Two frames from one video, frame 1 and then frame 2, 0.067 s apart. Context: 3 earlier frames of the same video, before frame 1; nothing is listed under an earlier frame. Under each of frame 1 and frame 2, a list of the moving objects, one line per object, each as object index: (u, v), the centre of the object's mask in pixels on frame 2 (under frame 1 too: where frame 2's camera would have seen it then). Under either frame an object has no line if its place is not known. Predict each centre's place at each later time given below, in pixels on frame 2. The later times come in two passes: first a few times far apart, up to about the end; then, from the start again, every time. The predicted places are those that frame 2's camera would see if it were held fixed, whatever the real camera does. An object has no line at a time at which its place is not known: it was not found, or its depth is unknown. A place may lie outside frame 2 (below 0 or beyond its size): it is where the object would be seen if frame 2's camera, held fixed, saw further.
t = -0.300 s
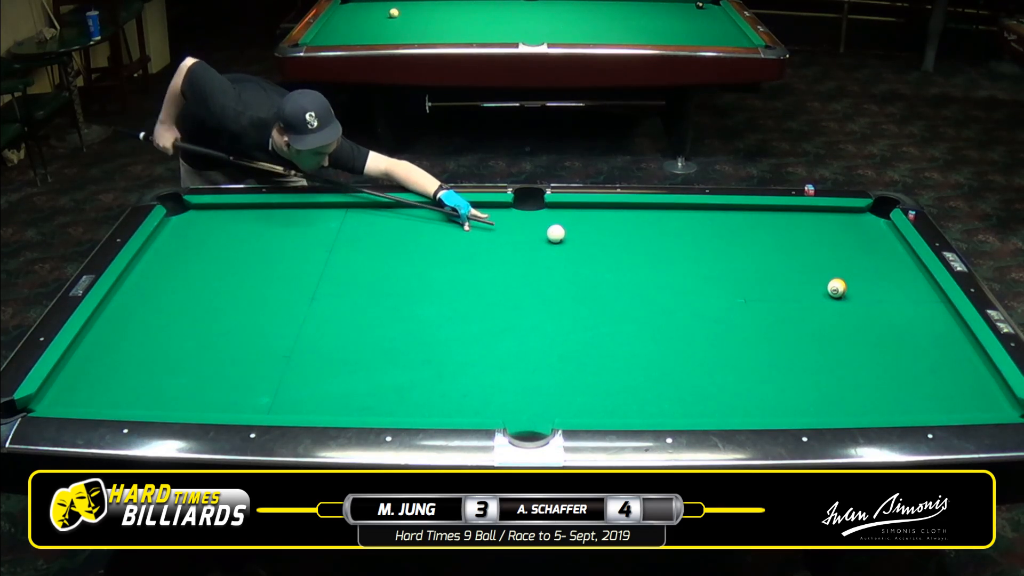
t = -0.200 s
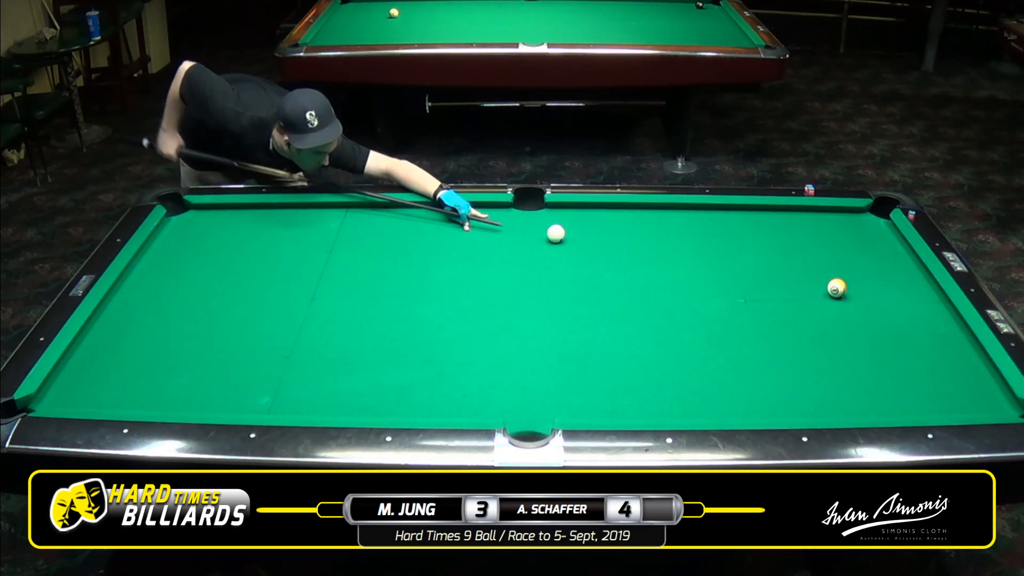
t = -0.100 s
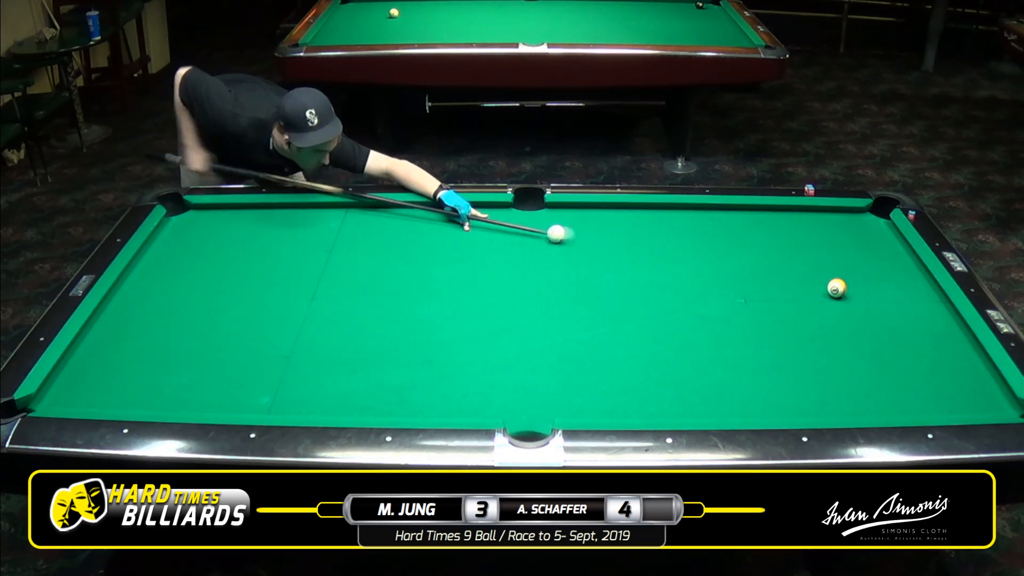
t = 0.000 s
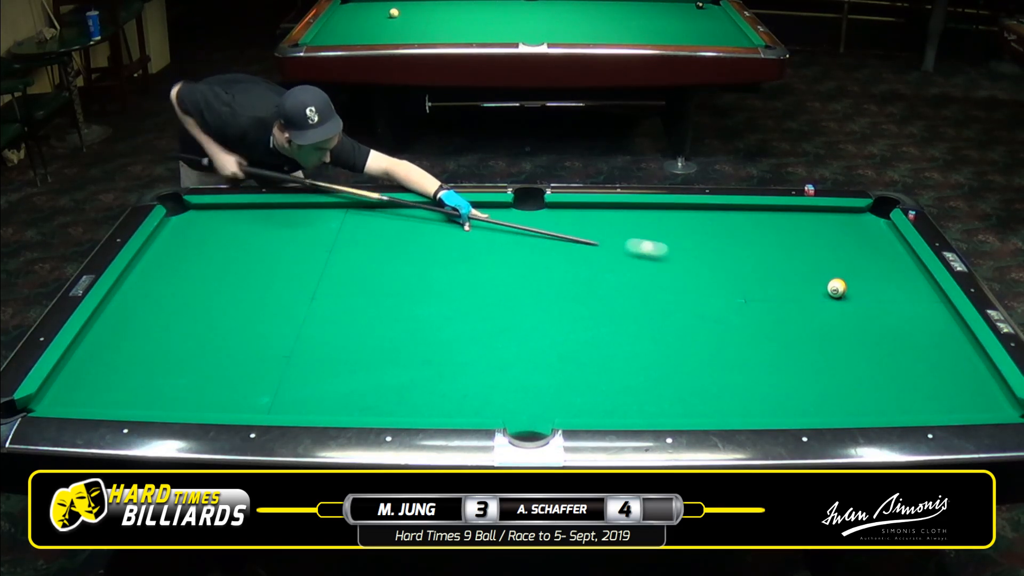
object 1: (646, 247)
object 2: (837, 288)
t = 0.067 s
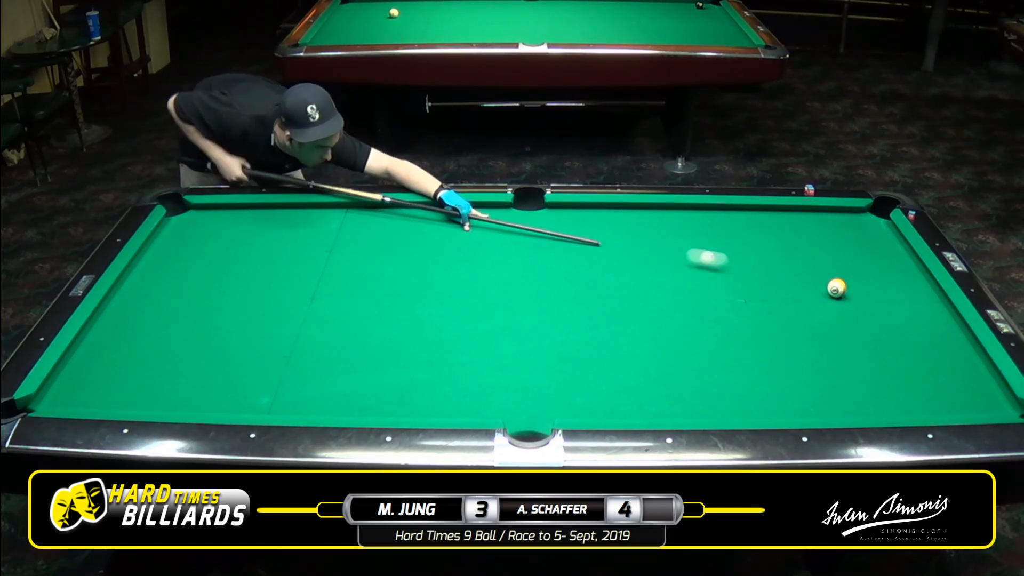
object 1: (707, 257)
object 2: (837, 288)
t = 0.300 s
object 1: (859, 272)
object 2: (863, 307)
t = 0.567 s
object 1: (886, 252)
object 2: (930, 355)
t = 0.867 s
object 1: (801, 223)
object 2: (1008, 408)
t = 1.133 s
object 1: (739, 212)
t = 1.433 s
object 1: (690, 227)
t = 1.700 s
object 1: (645, 242)
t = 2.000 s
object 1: (592, 259)
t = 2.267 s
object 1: (543, 274)
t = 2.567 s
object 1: (487, 292)
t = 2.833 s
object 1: (436, 309)
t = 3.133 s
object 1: (378, 327)
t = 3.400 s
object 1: (326, 344)
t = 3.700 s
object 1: (268, 363)
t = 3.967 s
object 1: (217, 380)
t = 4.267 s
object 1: (160, 399)
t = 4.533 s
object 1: (126, 401)
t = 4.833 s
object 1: (108, 391)
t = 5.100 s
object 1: (93, 383)
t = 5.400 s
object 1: (78, 375)
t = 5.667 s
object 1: (66, 368)
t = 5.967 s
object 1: (72, 364)
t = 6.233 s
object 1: (80, 362)
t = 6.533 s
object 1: (88, 360)
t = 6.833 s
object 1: (93, 358)
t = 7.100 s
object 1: (95, 357)
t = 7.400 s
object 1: (99, 358)
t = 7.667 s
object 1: (95, 358)
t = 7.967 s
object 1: (95, 358)
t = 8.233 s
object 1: (95, 357)
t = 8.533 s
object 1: (95, 357)
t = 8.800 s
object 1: (95, 357)
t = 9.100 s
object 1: (95, 357)
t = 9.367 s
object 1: (95, 357)
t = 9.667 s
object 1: (95, 357)
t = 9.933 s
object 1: (95, 357)
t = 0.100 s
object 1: (736, 262)
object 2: (837, 288)
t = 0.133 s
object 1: (763, 267)
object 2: (837, 288)
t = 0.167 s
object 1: (790, 272)
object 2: (837, 288)
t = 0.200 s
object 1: (816, 276)
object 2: (837, 288)
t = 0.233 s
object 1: (833, 276)
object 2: (844, 293)
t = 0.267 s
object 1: (846, 274)
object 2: (854, 300)
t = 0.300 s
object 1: (859, 272)
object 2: (863, 307)
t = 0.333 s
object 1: (870, 270)
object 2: (873, 313)
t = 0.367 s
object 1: (881, 268)
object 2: (881, 320)
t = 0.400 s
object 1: (892, 266)
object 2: (889, 325)
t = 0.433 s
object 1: (902, 264)
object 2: (897, 331)
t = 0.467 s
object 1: (912, 262)
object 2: (905, 337)
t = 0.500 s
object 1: (908, 259)
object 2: (913, 343)
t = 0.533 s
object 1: (896, 255)
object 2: (922, 349)
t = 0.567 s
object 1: (886, 252)
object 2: (930, 355)
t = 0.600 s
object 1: (877, 249)
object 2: (939, 361)
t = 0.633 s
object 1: (867, 245)
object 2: (946, 367)
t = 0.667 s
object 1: (857, 242)
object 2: (955, 373)
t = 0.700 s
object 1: (848, 238)
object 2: (964, 379)
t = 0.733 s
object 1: (838, 235)
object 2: (973, 386)
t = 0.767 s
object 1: (828, 232)
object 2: (981, 392)
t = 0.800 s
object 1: (819, 229)
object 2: (990, 398)
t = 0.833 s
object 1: (810, 226)
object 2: (999, 403)
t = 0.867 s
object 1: (801, 223)
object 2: (1008, 408)
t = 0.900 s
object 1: (792, 221)
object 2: (1014, 408)
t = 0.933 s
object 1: (783, 218)
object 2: (1018, 410)
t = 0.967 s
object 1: (774, 215)
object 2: (1021, 413)
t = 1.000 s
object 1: (765, 212)
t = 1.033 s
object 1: (756, 209)
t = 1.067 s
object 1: (750, 208)
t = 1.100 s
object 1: (744, 210)
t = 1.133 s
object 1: (739, 212)
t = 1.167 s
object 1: (734, 214)
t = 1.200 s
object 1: (728, 215)
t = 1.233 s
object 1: (723, 217)
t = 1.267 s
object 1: (718, 219)
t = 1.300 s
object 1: (712, 220)
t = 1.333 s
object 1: (707, 222)
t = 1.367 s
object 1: (701, 224)
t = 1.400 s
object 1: (696, 226)
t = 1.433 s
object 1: (690, 227)
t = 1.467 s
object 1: (685, 229)
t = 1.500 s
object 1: (679, 231)
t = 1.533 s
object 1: (674, 233)
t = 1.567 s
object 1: (668, 234)
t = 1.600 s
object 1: (662, 236)
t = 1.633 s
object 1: (657, 238)
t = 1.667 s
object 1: (651, 240)
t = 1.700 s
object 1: (645, 242)
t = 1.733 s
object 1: (639, 244)
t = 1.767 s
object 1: (634, 245)
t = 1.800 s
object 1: (628, 247)
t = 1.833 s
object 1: (622, 249)
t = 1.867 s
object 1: (616, 251)
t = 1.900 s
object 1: (610, 253)
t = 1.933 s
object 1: (604, 255)
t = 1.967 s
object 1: (598, 256)
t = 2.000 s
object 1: (592, 259)
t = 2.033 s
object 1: (586, 261)
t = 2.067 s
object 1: (580, 262)
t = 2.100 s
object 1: (574, 264)
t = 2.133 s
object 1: (568, 266)
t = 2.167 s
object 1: (562, 268)
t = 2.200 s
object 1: (555, 270)
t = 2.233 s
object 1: (550, 272)
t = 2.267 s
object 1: (543, 274)
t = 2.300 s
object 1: (537, 276)
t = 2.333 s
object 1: (531, 278)
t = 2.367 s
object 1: (525, 280)
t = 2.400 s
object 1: (518, 282)
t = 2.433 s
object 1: (512, 284)
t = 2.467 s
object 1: (506, 286)
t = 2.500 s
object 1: (500, 288)
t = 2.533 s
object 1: (493, 290)
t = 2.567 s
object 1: (487, 292)
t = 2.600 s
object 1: (481, 294)
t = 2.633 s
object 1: (474, 296)
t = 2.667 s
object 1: (468, 298)
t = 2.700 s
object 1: (461, 300)
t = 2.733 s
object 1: (455, 302)
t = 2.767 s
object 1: (449, 304)
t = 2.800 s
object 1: (442, 306)
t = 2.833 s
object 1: (436, 309)
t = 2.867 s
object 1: (429, 311)
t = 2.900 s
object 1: (423, 313)
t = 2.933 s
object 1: (417, 315)
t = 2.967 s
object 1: (410, 317)
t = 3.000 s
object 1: (404, 319)
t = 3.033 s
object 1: (397, 321)
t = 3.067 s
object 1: (391, 323)
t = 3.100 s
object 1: (384, 325)
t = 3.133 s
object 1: (378, 327)
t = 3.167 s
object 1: (371, 329)
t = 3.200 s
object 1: (365, 332)
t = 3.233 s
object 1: (358, 334)
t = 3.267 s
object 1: (352, 336)
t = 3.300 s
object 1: (345, 338)
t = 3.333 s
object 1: (339, 340)
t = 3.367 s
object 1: (332, 342)
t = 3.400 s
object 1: (326, 344)
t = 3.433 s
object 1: (319, 346)
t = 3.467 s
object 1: (313, 349)
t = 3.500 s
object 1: (306, 350)
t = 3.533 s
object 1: (300, 353)
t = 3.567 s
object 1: (294, 355)
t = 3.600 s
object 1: (287, 357)
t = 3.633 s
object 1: (281, 359)
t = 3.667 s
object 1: (274, 361)
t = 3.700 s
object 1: (268, 363)
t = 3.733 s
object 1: (261, 366)
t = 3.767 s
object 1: (255, 367)
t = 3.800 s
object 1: (248, 370)
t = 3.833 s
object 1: (242, 372)
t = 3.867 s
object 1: (236, 374)
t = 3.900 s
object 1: (229, 376)
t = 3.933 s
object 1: (223, 378)
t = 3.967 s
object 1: (217, 380)
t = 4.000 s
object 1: (211, 382)
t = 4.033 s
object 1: (204, 384)
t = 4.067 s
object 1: (198, 387)
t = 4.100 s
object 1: (191, 388)
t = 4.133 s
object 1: (185, 390)
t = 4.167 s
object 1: (179, 393)
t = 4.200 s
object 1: (173, 395)
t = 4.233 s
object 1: (167, 397)
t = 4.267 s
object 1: (160, 399)
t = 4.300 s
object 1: (155, 400)
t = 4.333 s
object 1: (148, 401)
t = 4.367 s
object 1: (142, 402)
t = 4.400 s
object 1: (137, 404)
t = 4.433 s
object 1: (133, 403)
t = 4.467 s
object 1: (131, 402)
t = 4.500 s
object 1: (129, 401)
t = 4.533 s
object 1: (126, 401)
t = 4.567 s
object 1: (124, 399)
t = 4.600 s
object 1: (122, 399)
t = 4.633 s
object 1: (120, 398)
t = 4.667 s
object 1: (118, 397)
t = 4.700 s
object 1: (116, 396)
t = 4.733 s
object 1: (113, 395)
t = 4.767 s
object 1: (112, 394)
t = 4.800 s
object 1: (110, 392)
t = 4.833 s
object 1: (108, 391)
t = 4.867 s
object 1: (106, 390)
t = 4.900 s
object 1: (104, 389)
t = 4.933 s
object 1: (102, 388)
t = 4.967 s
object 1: (100, 387)
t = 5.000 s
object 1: (98, 386)
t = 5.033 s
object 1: (96, 385)
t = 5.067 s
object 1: (94, 384)
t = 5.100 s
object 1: (93, 383)
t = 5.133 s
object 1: (91, 382)
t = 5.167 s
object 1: (89, 381)
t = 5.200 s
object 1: (88, 380)
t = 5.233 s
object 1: (86, 379)
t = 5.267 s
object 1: (84, 378)
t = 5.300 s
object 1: (83, 378)
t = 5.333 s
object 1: (81, 377)
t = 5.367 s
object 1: (80, 376)
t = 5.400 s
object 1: (78, 375)
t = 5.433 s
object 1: (77, 374)
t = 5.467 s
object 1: (75, 373)
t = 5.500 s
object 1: (74, 372)
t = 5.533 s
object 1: (72, 372)
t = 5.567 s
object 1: (70, 371)
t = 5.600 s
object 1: (69, 370)
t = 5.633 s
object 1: (68, 369)
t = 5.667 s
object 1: (66, 368)
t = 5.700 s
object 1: (65, 368)
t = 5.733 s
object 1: (63, 367)
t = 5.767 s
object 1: (63, 367)
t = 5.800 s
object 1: (65, 366)
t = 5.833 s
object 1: (66, 366)
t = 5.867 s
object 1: (67, 366)
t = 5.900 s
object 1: (69, 365)
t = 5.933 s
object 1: (70, 365)
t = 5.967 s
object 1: (72, 364)
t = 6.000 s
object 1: (73, 364)
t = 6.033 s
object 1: (74, 364)
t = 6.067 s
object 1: (75, 363)
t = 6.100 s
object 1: (76, 363)
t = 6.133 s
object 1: (77, 363)
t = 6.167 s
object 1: (78, 363)
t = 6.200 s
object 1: (79, 362)
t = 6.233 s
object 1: (80, 362)
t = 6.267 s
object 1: (81, 362)
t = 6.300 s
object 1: (82, 361)
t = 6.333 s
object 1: (83, 361)
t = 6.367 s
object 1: (84, 361)
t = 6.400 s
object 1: (85, 361)
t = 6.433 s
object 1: (86, 360)
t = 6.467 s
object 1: (86, 360)
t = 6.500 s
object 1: (87, 360)
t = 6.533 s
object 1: (88, 360)
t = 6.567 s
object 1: (89, 360)
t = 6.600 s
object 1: (89, 359)
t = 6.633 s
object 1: (90, 359)
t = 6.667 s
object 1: (91, 359)
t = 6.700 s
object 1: (91, 359)
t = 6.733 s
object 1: (92, 359)
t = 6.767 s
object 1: (92, 359)
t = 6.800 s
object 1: (92, 358)
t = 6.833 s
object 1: (93, 358)
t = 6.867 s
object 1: (93, 358)
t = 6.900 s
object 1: (93, 358)
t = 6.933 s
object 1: (94, 358)
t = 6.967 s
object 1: (94, 358)
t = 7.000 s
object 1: (94, 358)
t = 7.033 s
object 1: (95, 358)
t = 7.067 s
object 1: (95, 358)
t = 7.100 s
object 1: (95, 357)
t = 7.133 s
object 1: (95, 358)
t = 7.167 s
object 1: (95, 358)
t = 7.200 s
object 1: (95, 358)
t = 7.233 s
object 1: (96, 357)
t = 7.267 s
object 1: (95, 358)
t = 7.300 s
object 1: (95, 358)
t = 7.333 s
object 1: (97, 357)
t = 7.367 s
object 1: (98, 358)
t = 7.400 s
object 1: (99, 358)
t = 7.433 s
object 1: (99, 358)
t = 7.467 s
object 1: (98, 357)
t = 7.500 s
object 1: (96, 357)
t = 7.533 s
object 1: (95, 357)
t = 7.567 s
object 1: (95, 357)
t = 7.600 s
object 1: (95, 358)
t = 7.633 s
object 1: (95, 358)
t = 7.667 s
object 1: (95, 358)
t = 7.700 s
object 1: (95, 358)
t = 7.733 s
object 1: (95, 358)
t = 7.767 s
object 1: (95, 358)
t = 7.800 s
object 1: (95, 358)
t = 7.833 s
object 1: (95, 358)
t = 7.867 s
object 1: (95, 358)
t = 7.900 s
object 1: (95, 358)
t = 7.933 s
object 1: (95, 358)
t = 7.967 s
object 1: (95, 358)
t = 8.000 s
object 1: (95, 358)
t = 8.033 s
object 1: (95, 358)
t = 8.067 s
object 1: (95, 358)
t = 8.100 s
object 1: (95, 358)
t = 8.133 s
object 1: (95, 358)
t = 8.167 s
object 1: (95, 358)
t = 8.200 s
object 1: (95, 358)
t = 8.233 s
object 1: (95, 357)
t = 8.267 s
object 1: (95, 357)
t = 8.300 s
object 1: (95, 357)
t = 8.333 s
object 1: (95, 357)
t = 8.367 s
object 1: (95, 357)
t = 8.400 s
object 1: (95, 357)
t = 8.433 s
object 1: (95, 357)
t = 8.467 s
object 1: (95, 357)
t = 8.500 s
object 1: (95, 357)
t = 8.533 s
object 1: (95, 357)
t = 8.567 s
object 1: (95, 357)
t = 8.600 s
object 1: (95, 357)
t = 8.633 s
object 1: (95, 357)
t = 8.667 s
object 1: (95, 358)
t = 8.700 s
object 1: (95, 357)
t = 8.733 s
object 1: (95, 357)
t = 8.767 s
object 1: (95, 358)
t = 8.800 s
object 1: (95, 357)
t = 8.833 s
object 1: (95, 358)
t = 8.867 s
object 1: (95, 358)
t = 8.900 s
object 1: (95, 358)
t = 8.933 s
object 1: (95, 357)
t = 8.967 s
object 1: (95, 358)
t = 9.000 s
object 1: (95, 358)
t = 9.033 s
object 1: (95, 357)
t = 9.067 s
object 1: (95, 358)
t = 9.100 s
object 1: (95, 357)
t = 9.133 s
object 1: (95, 358)
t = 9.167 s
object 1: (95, 358)
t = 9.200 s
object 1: (95, 357)
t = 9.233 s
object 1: (95, 357)
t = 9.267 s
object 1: (95, 357)
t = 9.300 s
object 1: (95, 357)
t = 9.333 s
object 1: (95, 357)
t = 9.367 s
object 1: (95, 357)
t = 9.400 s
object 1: (95, 357)
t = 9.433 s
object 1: (95, 357)
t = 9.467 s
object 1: (95, 357)
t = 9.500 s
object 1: (95, 357)
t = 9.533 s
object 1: (95, 357)
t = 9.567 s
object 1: (95, 357)
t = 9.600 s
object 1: (95, 357)
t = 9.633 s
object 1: (95, 357)
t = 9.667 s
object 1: (95, 357)
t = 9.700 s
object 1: (95, 357)
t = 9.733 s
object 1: (95, 357)
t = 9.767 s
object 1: (95, 357)
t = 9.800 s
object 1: (95, 357)
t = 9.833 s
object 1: (95, 357)
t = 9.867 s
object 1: (95, 357)
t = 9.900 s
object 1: (95, 357)
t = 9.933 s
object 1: (95, 357)
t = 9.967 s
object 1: (95, 357)
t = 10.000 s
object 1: (95, 357)
